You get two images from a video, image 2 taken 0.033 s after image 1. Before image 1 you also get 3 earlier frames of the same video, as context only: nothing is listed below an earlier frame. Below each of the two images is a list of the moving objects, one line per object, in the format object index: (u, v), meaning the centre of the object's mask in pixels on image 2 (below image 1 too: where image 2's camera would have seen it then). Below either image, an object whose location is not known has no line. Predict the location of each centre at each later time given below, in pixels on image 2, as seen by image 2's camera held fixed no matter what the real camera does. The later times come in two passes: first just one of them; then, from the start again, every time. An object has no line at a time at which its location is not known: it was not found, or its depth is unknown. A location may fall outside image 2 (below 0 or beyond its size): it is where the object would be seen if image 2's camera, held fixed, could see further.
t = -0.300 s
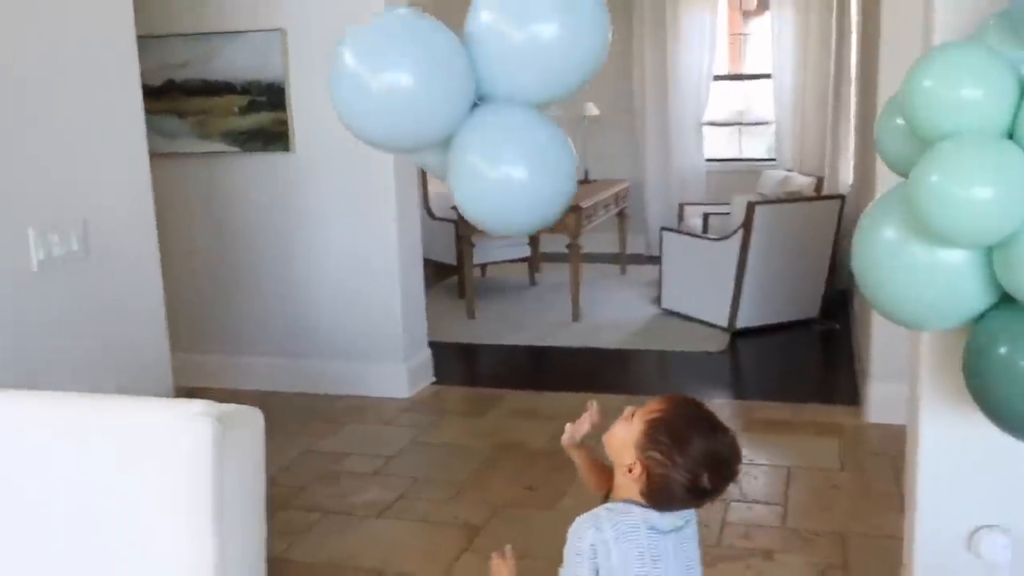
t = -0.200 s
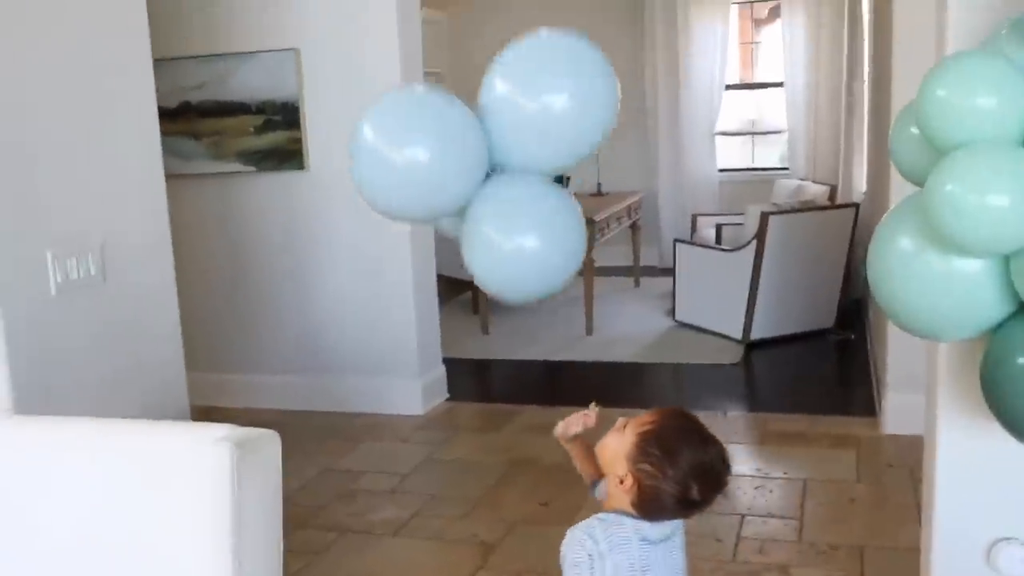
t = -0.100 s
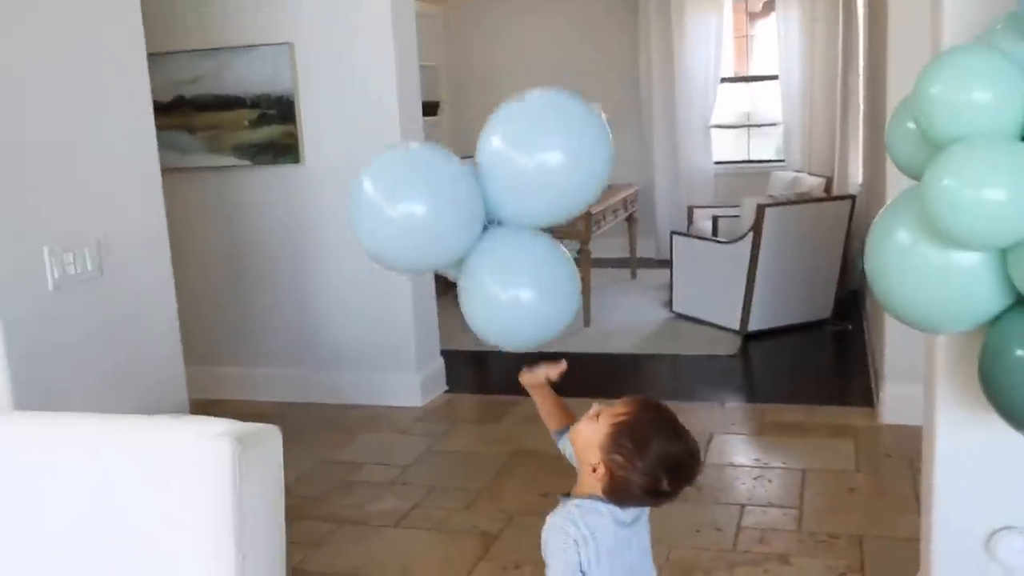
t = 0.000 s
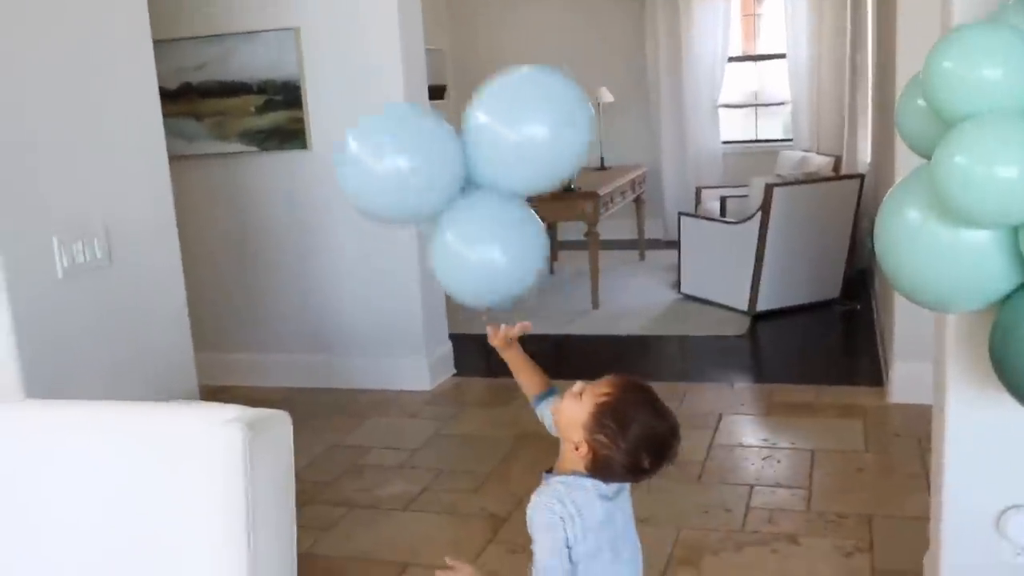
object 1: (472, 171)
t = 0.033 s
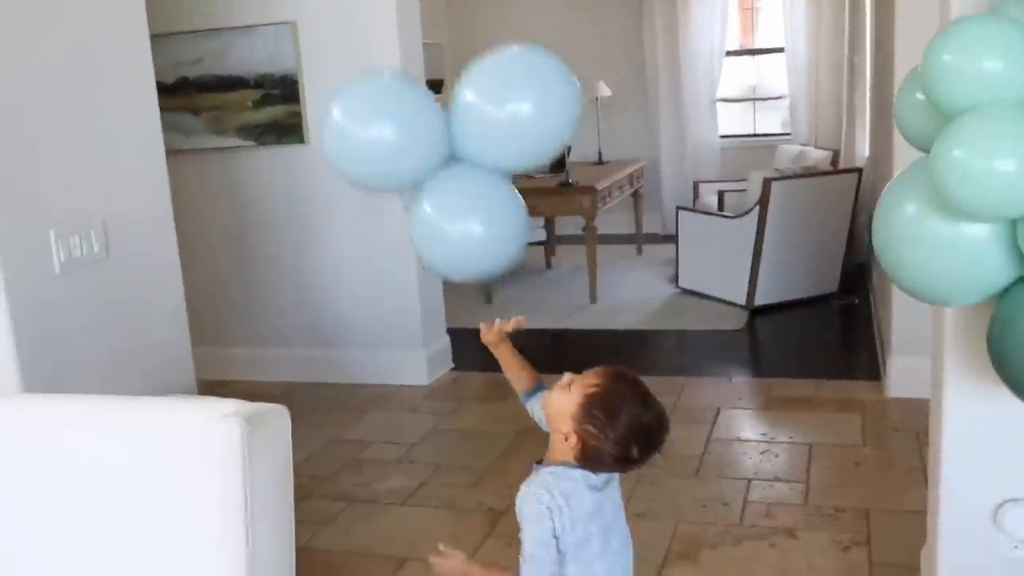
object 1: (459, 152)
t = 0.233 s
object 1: (384, 104)
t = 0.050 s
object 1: (451, 141)
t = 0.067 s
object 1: (442, 132)
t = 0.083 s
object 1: (437, 125)
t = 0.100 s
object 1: (430, 118)
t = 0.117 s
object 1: (422, 110)
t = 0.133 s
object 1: (416, 106)
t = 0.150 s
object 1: (409, 104)
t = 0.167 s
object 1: (404, 102)
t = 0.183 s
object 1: (399, 102)
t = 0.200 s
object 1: (395, 104)
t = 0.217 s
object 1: (389, 104)
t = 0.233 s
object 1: (384, 104)
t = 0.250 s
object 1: (380, 103)
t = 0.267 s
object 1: (375, 102)
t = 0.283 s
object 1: (370, 102)
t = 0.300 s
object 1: (367, 101)
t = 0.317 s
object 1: (362, 99)
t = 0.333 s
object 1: (359, 98)
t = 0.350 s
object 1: (356, 96)
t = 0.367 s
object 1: (353, 94)
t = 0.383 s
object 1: (350, 93)
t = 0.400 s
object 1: (347, 92)
